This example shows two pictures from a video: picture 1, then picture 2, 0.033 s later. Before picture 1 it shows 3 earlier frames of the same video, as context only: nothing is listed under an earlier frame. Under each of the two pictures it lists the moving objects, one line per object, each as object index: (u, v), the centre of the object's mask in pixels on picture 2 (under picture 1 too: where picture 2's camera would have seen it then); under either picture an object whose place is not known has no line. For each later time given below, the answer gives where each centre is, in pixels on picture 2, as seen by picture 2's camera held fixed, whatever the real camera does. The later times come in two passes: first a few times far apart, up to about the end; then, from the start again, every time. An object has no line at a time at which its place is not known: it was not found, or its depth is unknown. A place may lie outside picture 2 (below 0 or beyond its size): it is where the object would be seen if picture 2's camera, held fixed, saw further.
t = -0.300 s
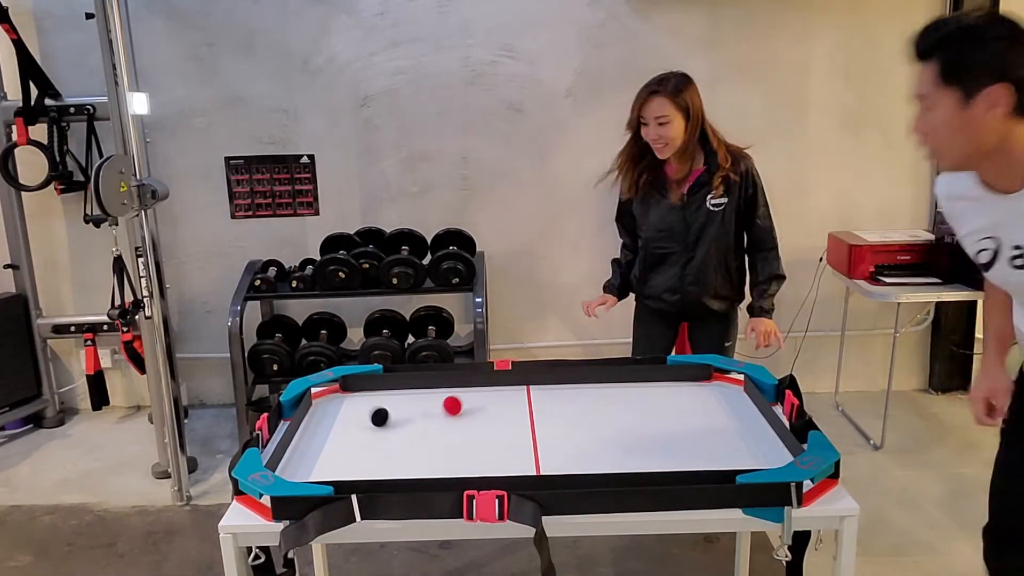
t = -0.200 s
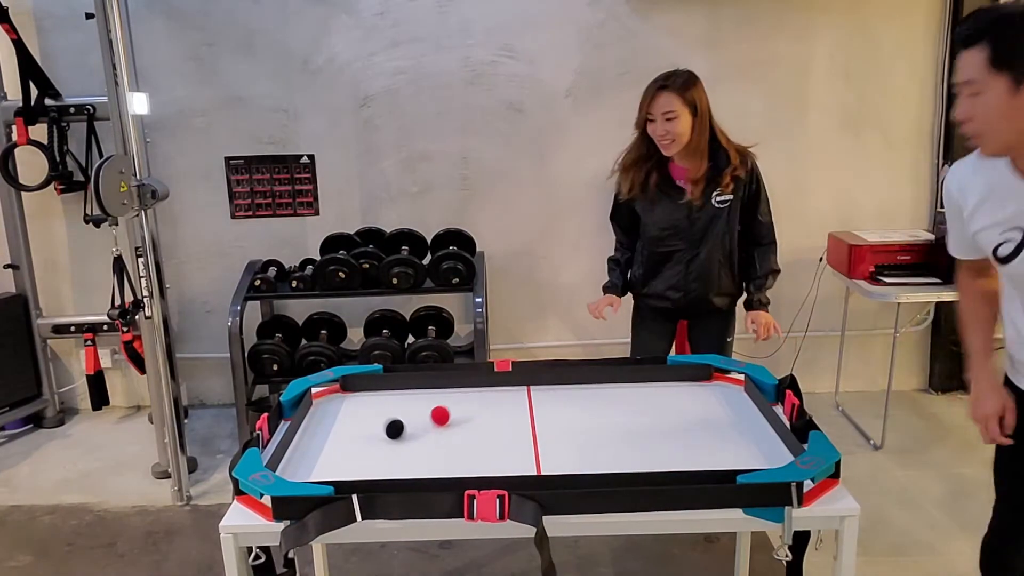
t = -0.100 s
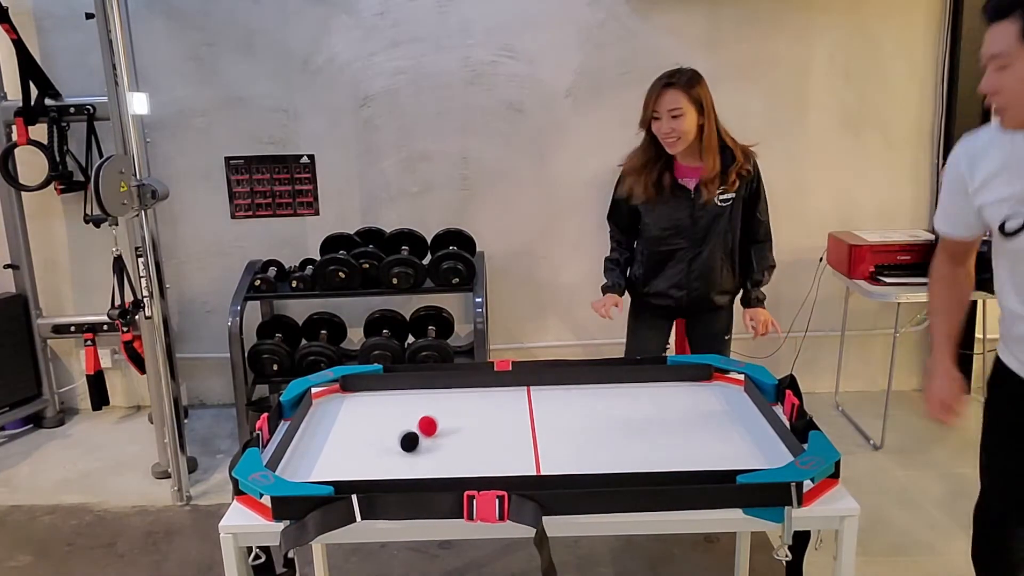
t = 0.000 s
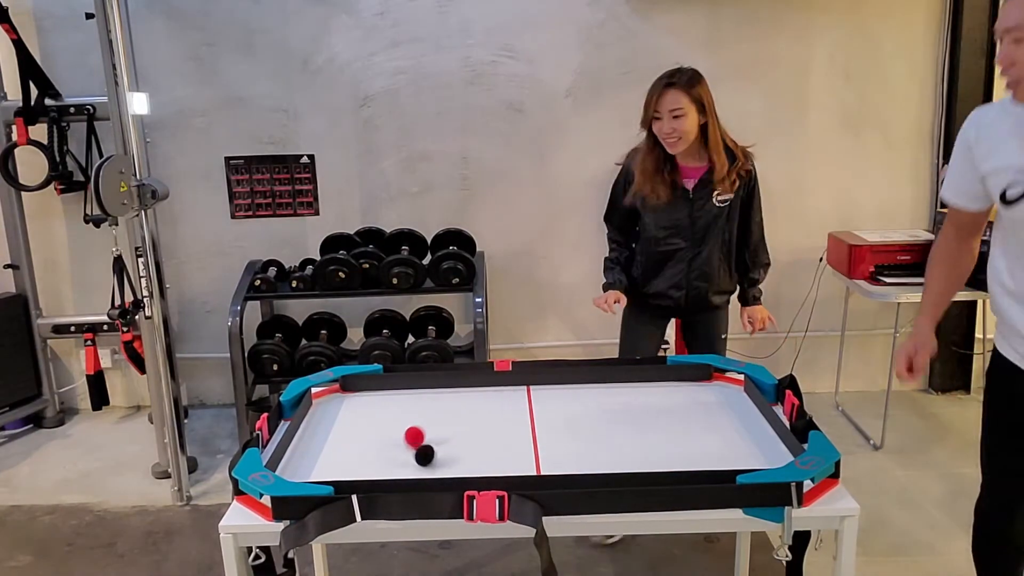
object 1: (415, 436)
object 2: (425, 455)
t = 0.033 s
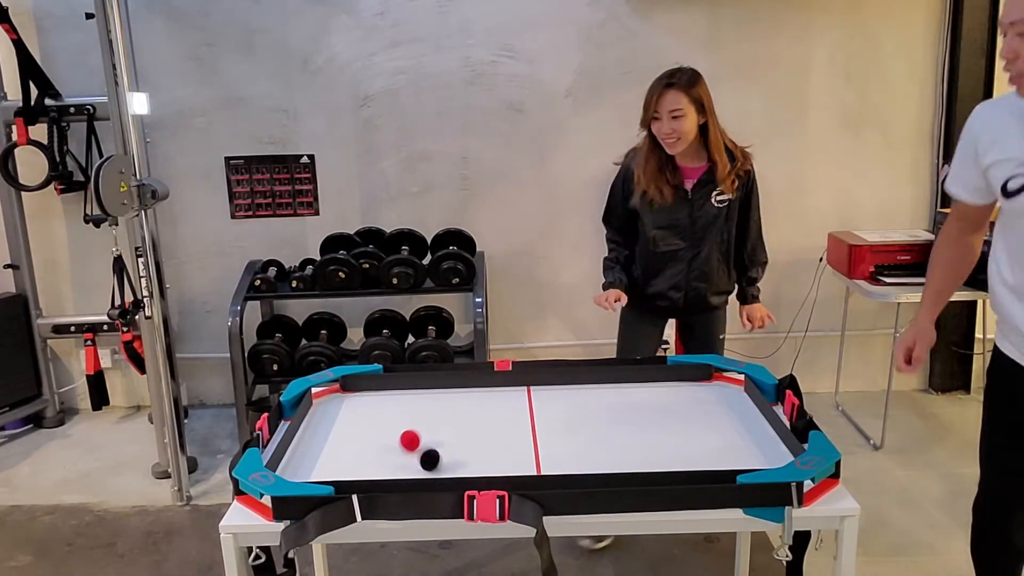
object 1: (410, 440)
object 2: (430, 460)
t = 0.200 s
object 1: (387, 459)
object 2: (456, 476)
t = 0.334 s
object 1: (368, 471)
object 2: (465, 475)
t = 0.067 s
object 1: (405, 444)
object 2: (435, 464)
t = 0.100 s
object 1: (401, 447)
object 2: (440, 468)
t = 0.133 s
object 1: (397, 451)
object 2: (445, 471)
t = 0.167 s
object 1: (392, 455)
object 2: (451, 473)
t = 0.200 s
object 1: (387, 459)
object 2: (456, 476)
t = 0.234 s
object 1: (382, 462)
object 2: (459, 479)
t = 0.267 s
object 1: (378, 466)
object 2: (460, 479)
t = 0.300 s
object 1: (373, 469)
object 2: (462, 475)
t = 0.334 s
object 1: (368, 471)
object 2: (465, 475)
